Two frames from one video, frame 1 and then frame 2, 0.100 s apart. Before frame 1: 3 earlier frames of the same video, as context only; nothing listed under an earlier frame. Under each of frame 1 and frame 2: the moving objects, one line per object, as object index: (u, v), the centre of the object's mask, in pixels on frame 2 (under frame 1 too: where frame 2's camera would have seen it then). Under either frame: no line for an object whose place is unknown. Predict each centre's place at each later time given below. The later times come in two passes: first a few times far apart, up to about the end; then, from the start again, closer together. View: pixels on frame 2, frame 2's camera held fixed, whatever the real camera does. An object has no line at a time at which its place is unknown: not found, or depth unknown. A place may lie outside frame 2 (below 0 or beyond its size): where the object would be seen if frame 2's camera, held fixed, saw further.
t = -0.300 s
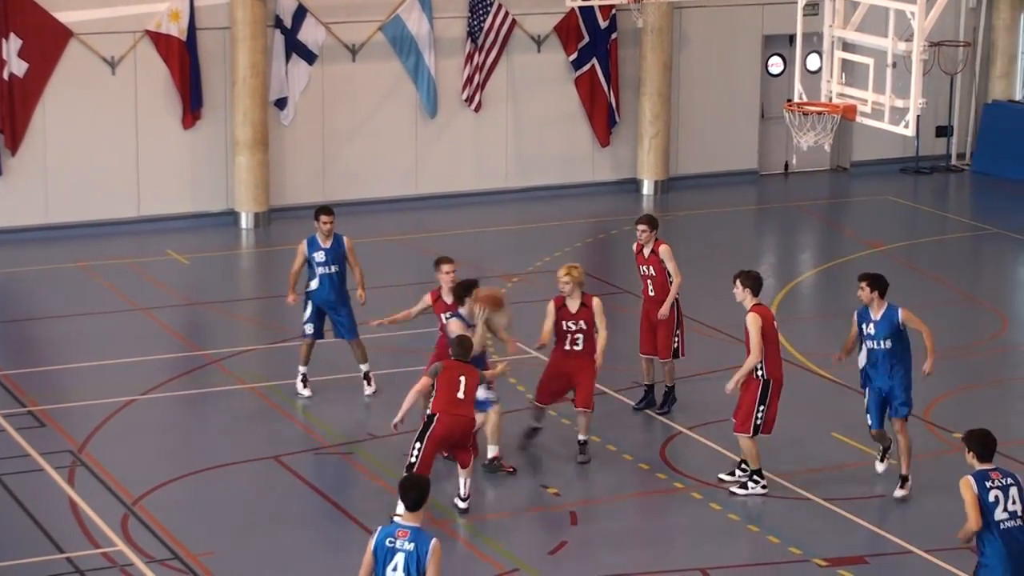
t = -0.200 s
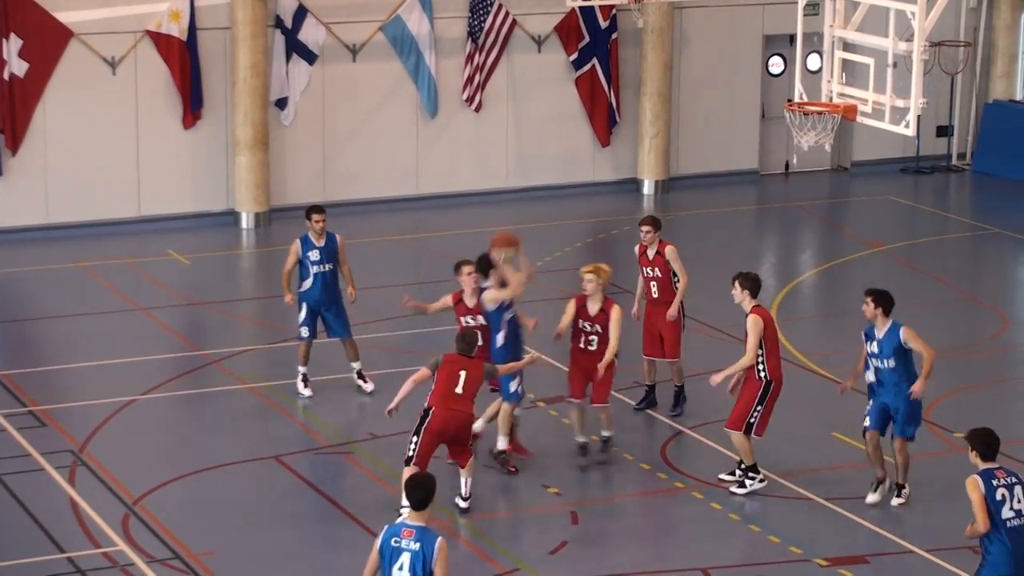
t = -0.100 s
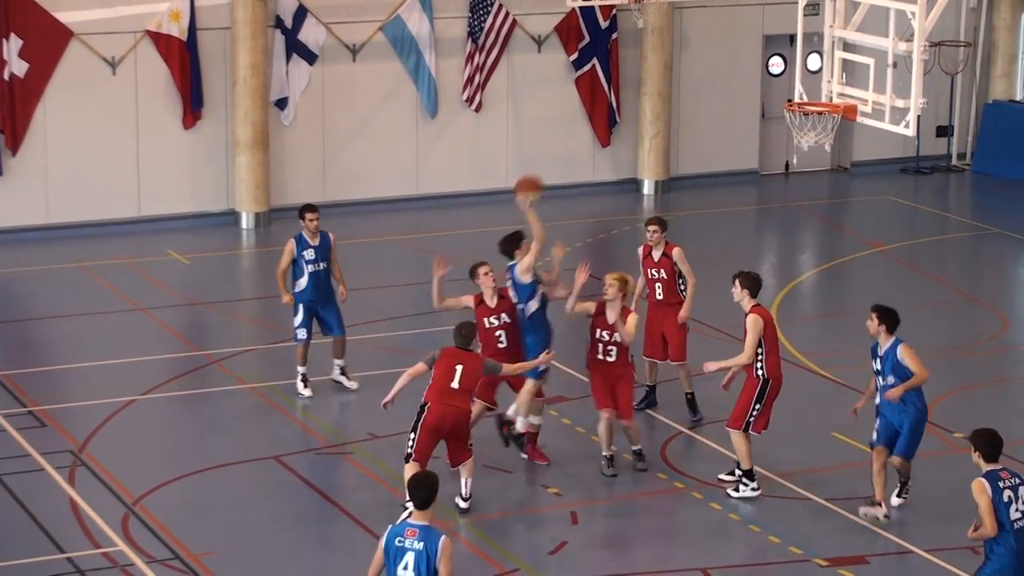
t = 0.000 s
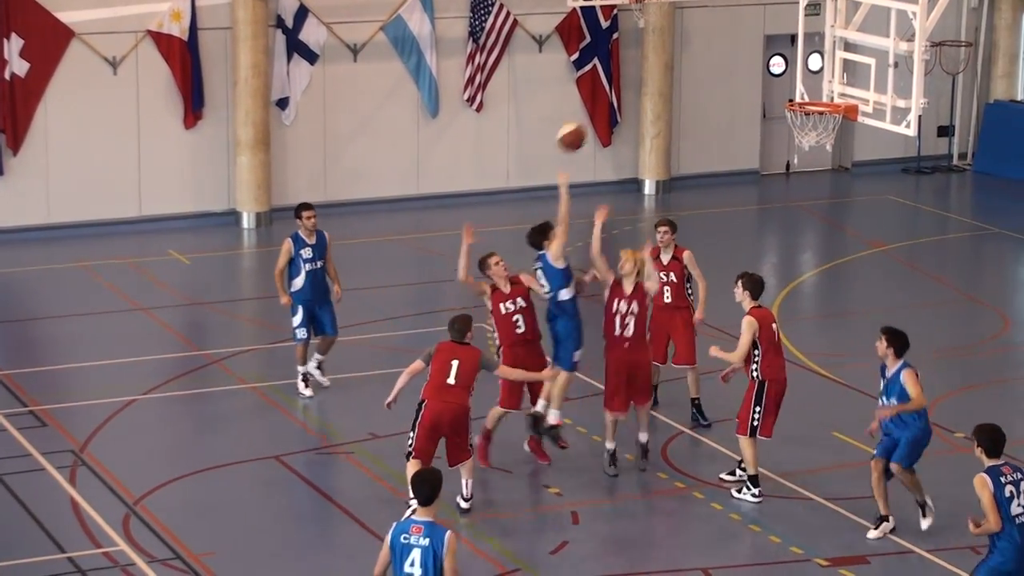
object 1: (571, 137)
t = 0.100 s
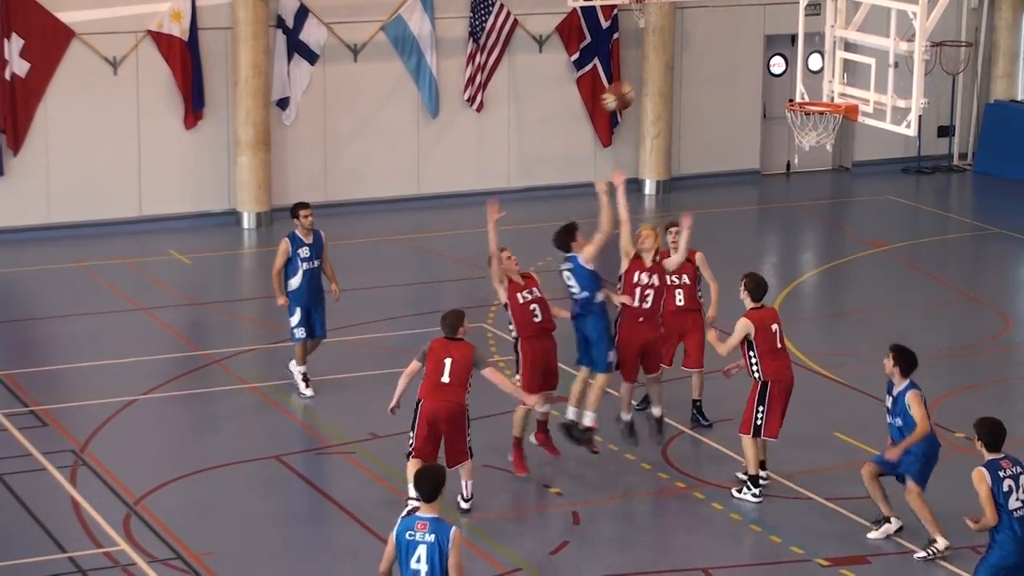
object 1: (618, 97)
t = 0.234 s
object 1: (678, 62)
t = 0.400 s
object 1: (748, 48)
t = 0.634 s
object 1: (847, 83)
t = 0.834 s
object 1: (806, 67)
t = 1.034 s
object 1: (754, 74)
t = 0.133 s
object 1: (634, 86)
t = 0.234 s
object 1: (678, 62)
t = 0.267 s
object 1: (692, 57)
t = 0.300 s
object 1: (707, 53)
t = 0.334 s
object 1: (722, 49)
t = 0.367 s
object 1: (735, 47)
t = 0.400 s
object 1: (748, 48)
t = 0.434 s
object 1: (762, 49)
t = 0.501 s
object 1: (792, 55)
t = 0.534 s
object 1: (806, 60)
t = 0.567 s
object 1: (819, 65)
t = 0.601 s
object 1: (833, 74)
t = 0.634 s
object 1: (847, 83)
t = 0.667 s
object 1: (846, 92)
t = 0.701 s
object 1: (838, 88)
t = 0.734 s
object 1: (830, 80)
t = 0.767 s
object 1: (822, 75)
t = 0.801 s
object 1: (814, 70)
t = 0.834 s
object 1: (806, 67)
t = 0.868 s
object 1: (798, 65)
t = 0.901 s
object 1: (790, 64)
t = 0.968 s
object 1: (772, 66)
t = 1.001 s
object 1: (762, 70)
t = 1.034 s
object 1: (754, 74)
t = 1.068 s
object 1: (746, 80)
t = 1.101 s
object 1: (737, 87)
